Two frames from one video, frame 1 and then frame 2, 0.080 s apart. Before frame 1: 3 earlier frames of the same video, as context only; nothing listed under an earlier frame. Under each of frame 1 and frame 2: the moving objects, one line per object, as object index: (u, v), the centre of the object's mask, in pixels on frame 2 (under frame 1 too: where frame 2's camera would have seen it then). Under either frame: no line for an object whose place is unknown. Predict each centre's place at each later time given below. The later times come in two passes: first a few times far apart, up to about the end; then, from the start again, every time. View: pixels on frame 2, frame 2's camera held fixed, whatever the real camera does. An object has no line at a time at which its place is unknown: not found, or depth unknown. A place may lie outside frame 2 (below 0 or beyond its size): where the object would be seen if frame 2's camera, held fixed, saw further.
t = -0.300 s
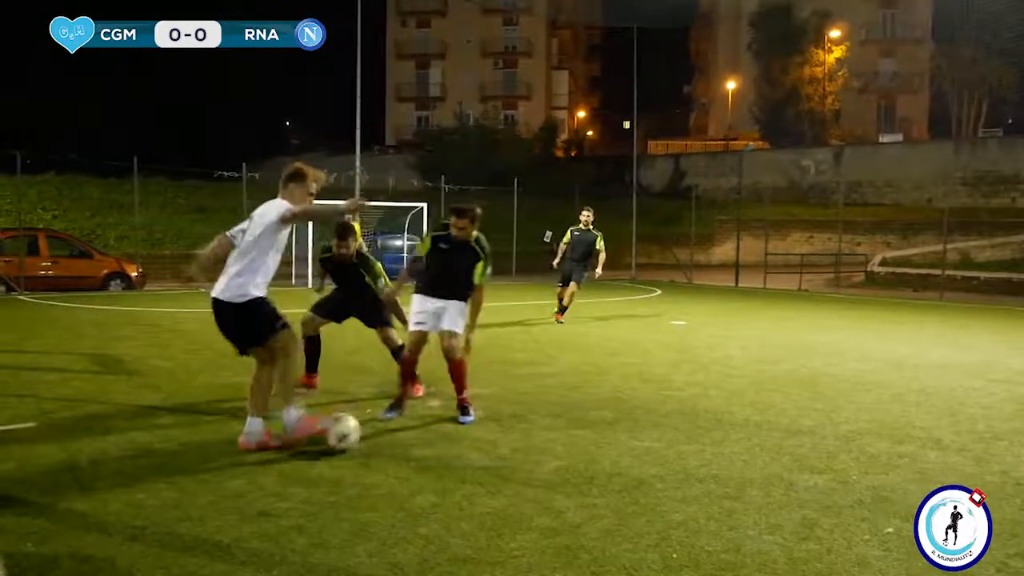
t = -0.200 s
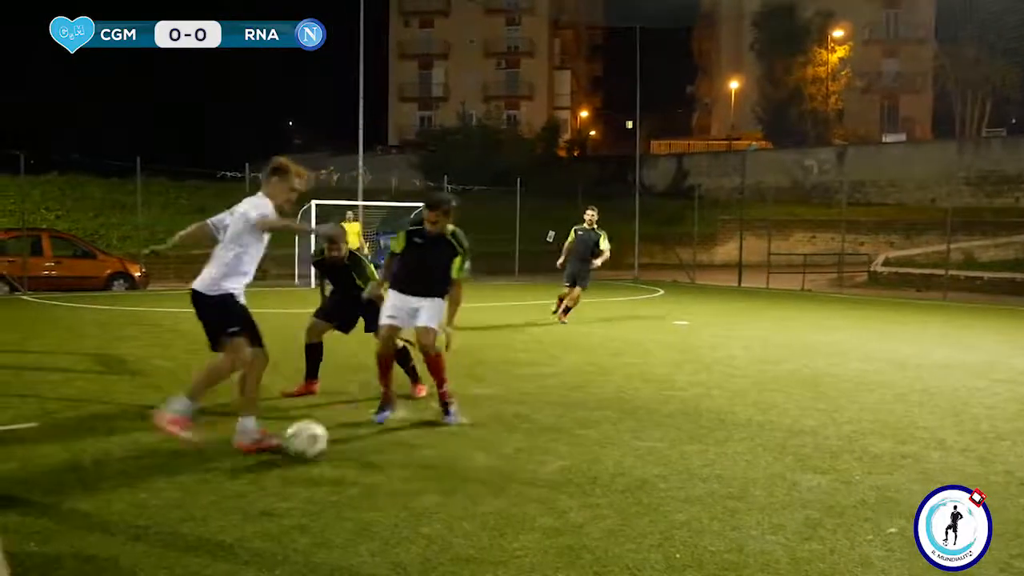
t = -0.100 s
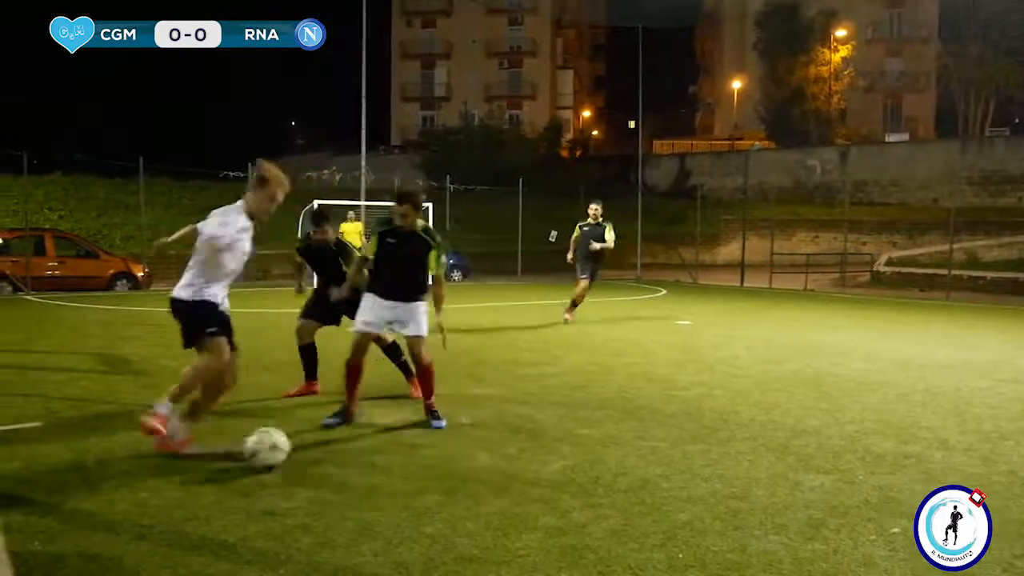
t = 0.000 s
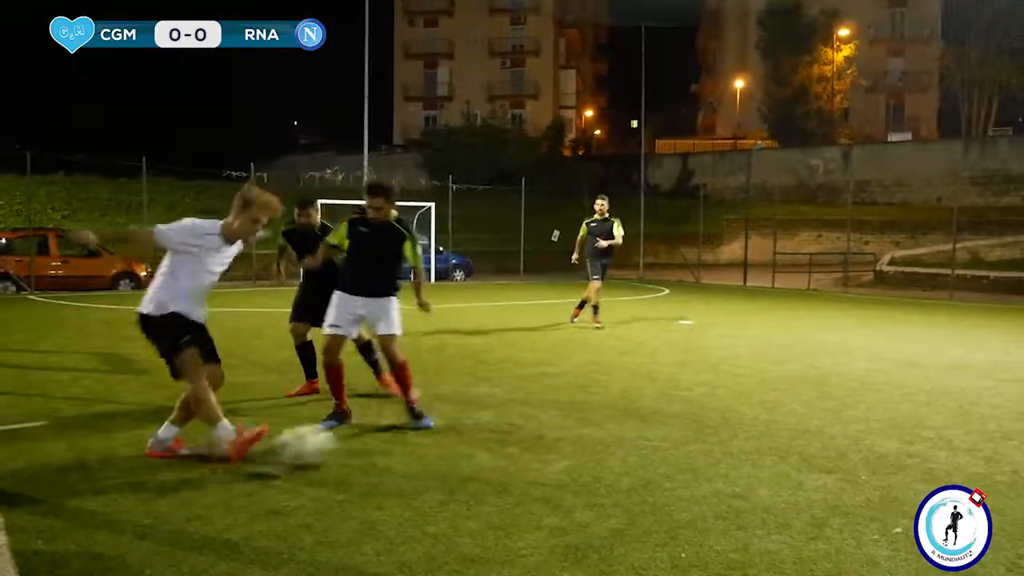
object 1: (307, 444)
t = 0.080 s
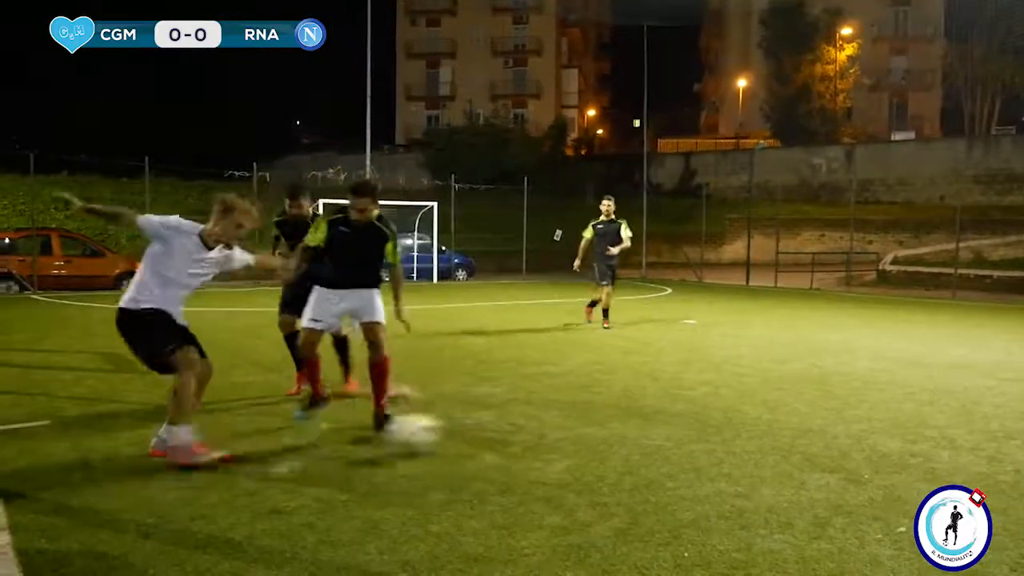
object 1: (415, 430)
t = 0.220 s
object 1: (558, 418)
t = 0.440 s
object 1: (718, 399)
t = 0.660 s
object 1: (827, 385)
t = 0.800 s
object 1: (882, 380)
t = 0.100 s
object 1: (436, 431)
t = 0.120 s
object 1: (460, 428)
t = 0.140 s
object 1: (486, 426)
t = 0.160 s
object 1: (503, 422)
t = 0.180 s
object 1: (523, 422)
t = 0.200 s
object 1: (540, 420)
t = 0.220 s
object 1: (558, 418)
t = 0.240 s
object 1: (577, 416)
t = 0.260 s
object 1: (593, 414)
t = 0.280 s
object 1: (608, 412)
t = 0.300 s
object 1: (626, 411)
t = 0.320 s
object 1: (640, 408)
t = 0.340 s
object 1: (655, 406)
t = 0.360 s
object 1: (667, 405)
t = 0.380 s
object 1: (681, 405)
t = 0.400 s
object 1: (694, 403)
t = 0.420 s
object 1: (707, 402)
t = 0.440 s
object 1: (718, 399)
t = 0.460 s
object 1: (729, 397)
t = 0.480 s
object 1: (739, 396)
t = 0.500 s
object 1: (751, 396)
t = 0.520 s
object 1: (762, 395)
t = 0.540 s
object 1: (772, 395)
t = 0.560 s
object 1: (780, 393)
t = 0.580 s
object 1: (790, 391)
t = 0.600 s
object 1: (800, 390)
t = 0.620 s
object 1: (809, 389)
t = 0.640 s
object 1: (818, 387)
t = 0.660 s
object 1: (827, 385)
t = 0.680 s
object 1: (835, 384)
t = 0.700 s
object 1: (843, 383)
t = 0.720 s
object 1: (852, 384)
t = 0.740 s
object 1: (859, 383)
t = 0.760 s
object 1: (867, 382)
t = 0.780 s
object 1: (875, 381)
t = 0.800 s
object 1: (882, 380)
